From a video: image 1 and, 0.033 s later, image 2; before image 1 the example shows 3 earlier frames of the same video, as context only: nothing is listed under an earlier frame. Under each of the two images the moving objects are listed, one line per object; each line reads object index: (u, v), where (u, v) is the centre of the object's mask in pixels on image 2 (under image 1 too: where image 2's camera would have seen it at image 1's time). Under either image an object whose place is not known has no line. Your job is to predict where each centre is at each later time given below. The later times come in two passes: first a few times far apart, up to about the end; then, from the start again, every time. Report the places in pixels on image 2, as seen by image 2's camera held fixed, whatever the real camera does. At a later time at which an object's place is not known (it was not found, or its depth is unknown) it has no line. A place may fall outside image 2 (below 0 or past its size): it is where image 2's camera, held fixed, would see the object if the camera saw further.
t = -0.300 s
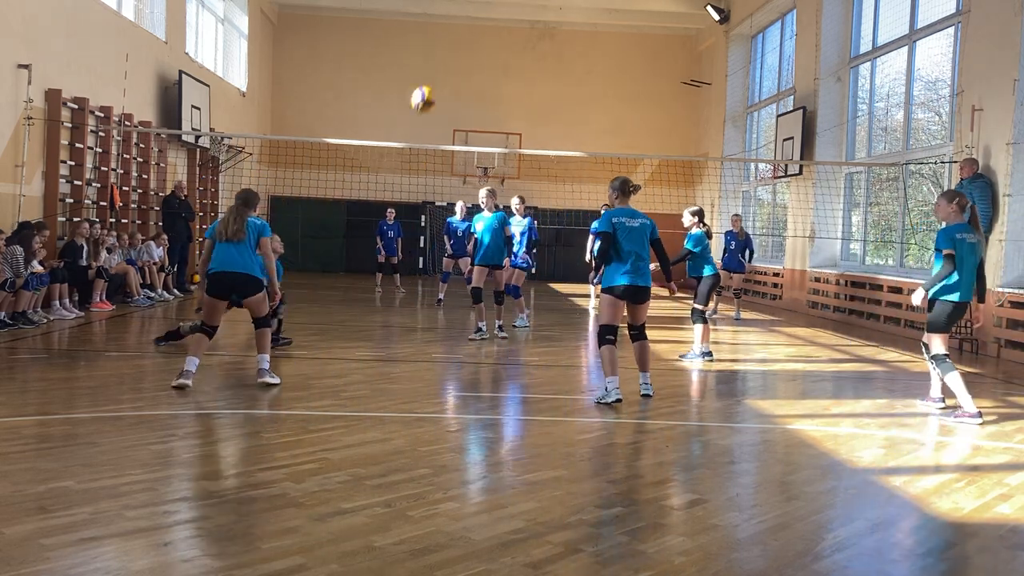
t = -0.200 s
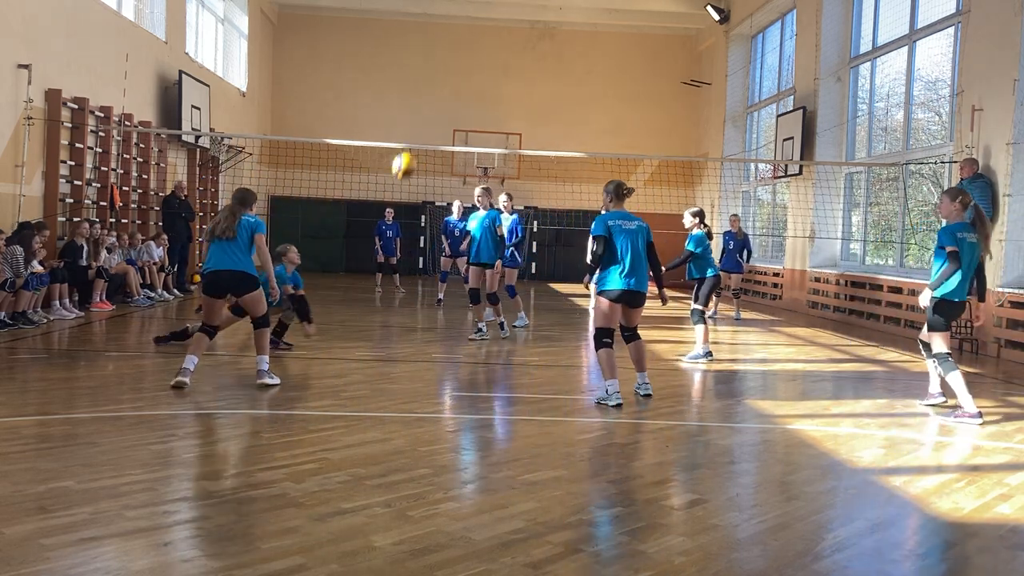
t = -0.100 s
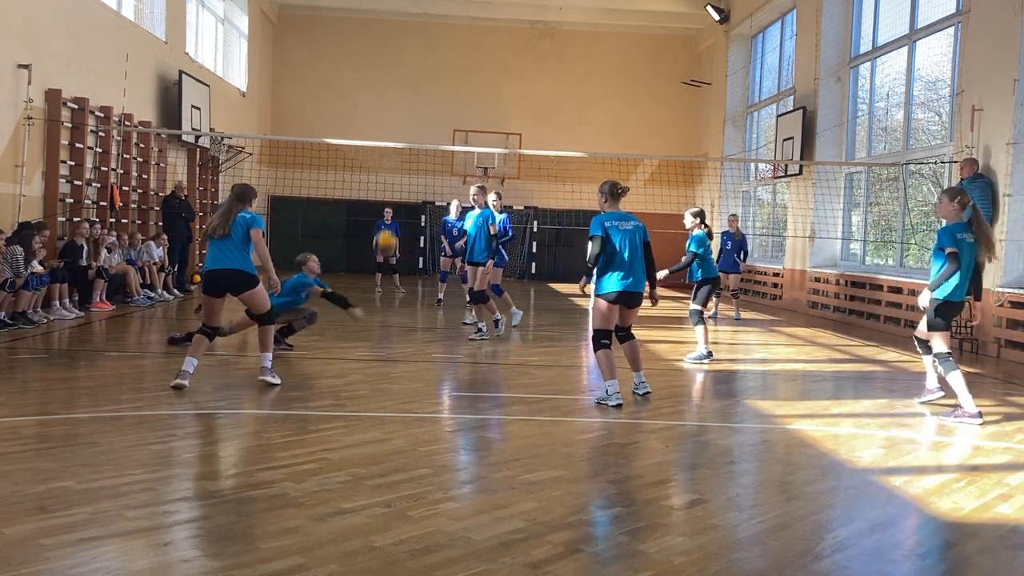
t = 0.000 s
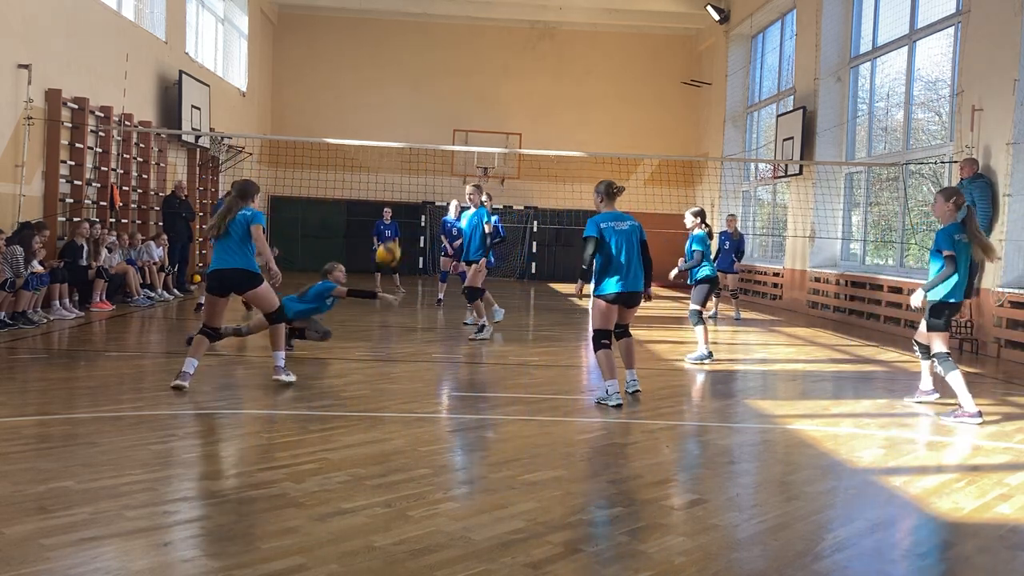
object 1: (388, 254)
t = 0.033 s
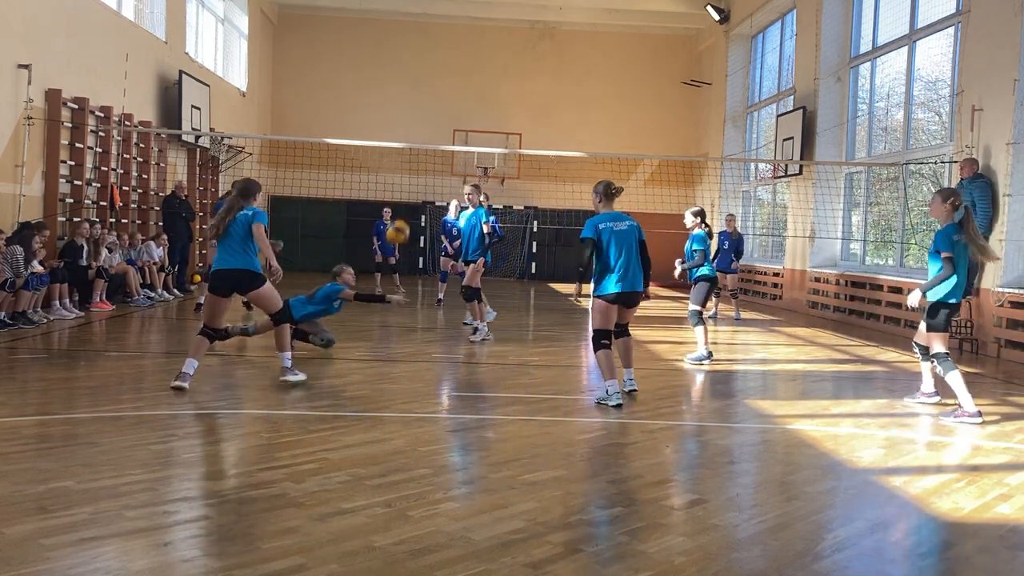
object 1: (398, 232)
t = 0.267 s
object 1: (455, 109)
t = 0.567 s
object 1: (537, 39)
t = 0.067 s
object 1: (406, 212)
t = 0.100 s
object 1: (414, 193)
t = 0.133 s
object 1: (422, 174)
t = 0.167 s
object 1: (430, 157)
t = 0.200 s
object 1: (438, 139)
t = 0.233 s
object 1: (447, 125)
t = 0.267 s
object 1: (455, 109)
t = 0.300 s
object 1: (465, 98)
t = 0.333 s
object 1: (474, 87)
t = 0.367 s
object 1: (483, 76)
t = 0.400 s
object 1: (491, 66)
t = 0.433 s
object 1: (500, 58)
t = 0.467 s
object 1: (509, 52)
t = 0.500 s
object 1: (519, 47)
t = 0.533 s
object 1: (528, 43)
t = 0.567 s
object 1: (537, 39)
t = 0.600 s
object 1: (546, 38)
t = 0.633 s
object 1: (555, 37)
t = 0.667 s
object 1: (564, 39)
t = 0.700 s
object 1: (573, 41)
